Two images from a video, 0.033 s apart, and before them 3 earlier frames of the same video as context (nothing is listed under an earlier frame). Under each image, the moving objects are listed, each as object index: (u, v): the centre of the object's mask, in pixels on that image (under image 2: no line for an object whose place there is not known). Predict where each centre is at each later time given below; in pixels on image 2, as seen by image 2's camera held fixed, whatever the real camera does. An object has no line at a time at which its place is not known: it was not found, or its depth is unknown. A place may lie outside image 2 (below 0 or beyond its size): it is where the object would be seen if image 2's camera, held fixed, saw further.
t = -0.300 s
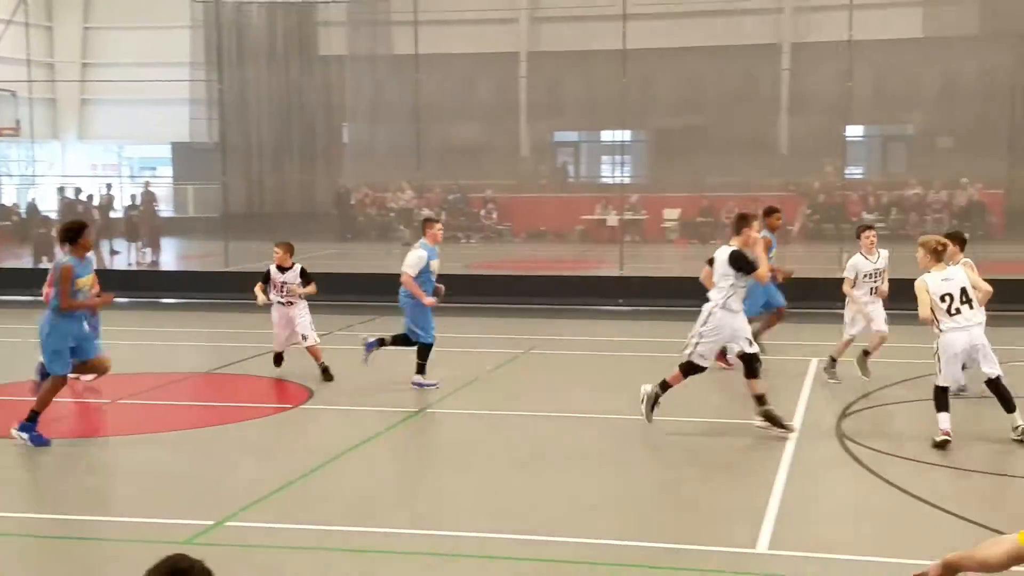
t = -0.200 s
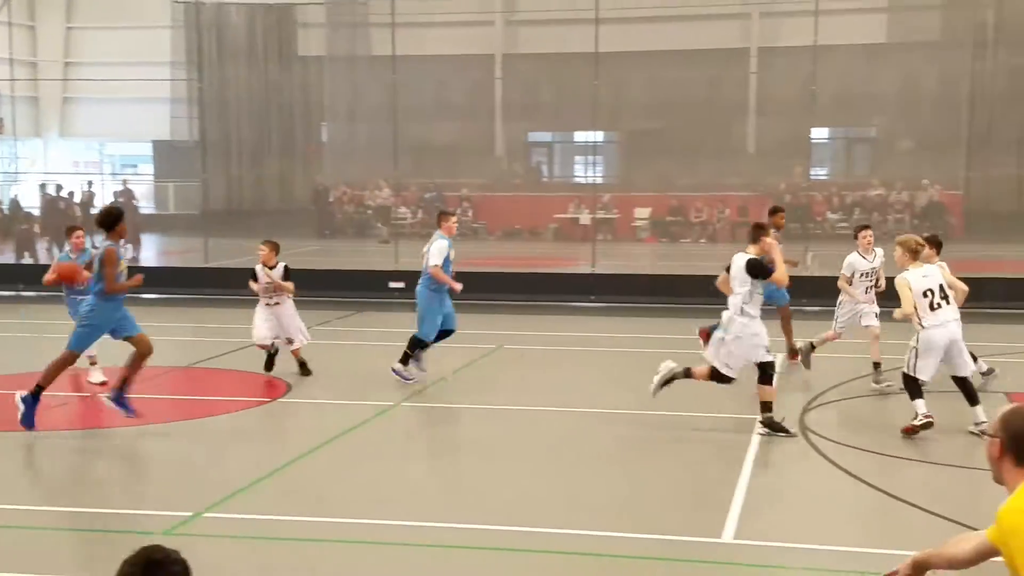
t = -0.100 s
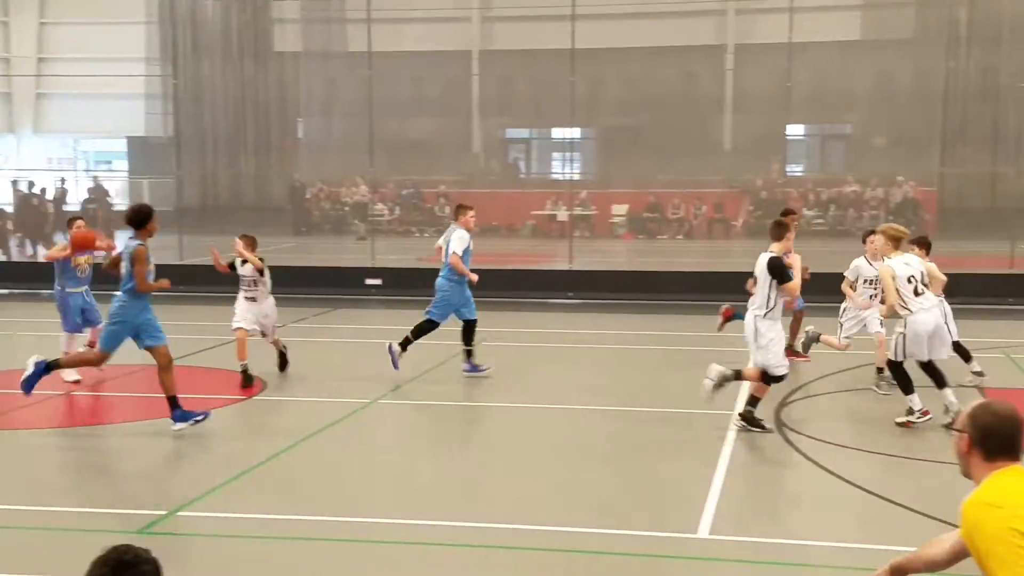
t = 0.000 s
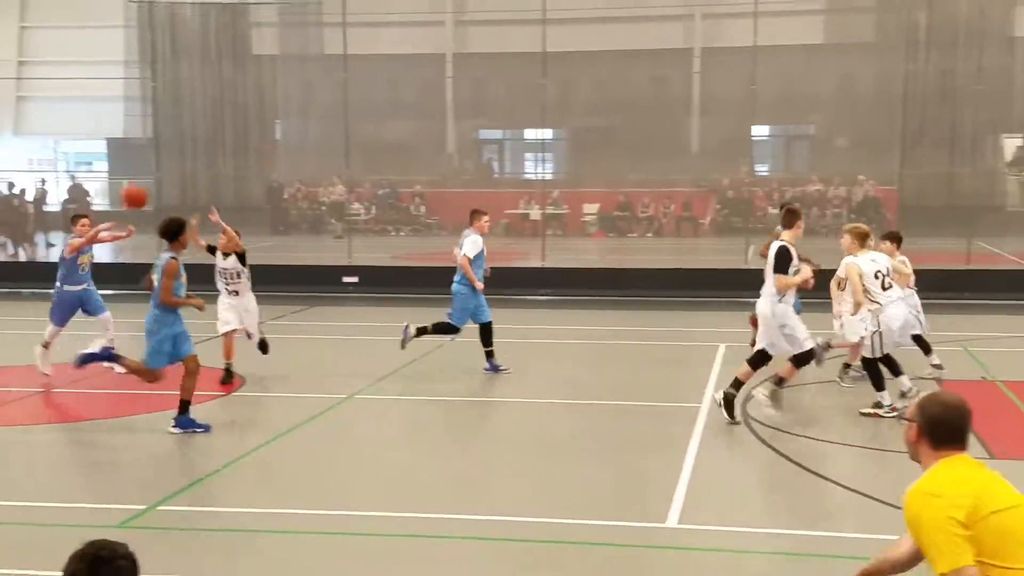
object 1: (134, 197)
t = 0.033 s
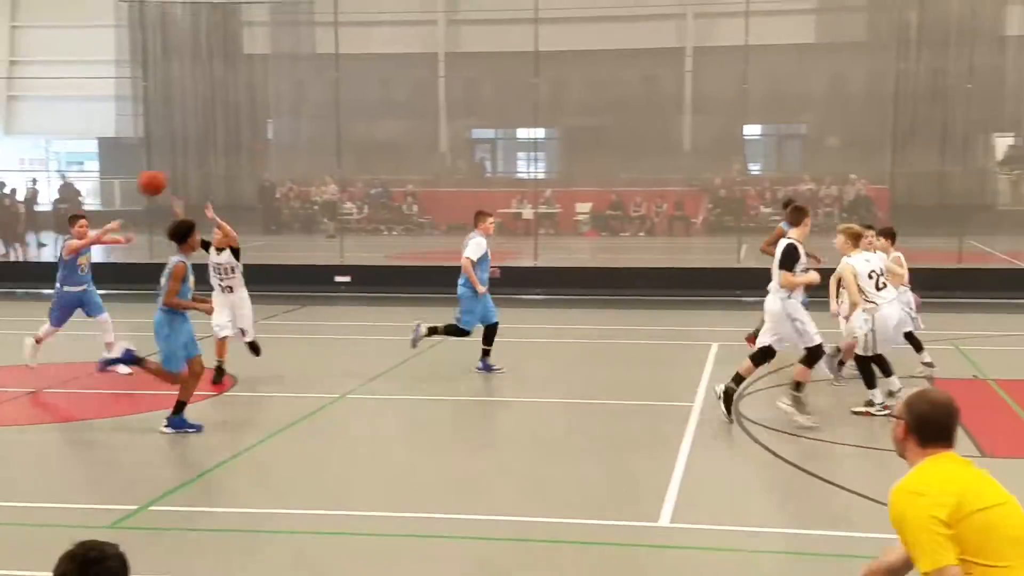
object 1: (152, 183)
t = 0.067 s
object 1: (181, 169)
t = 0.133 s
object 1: (240, 145)
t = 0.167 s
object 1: (270, 134)
